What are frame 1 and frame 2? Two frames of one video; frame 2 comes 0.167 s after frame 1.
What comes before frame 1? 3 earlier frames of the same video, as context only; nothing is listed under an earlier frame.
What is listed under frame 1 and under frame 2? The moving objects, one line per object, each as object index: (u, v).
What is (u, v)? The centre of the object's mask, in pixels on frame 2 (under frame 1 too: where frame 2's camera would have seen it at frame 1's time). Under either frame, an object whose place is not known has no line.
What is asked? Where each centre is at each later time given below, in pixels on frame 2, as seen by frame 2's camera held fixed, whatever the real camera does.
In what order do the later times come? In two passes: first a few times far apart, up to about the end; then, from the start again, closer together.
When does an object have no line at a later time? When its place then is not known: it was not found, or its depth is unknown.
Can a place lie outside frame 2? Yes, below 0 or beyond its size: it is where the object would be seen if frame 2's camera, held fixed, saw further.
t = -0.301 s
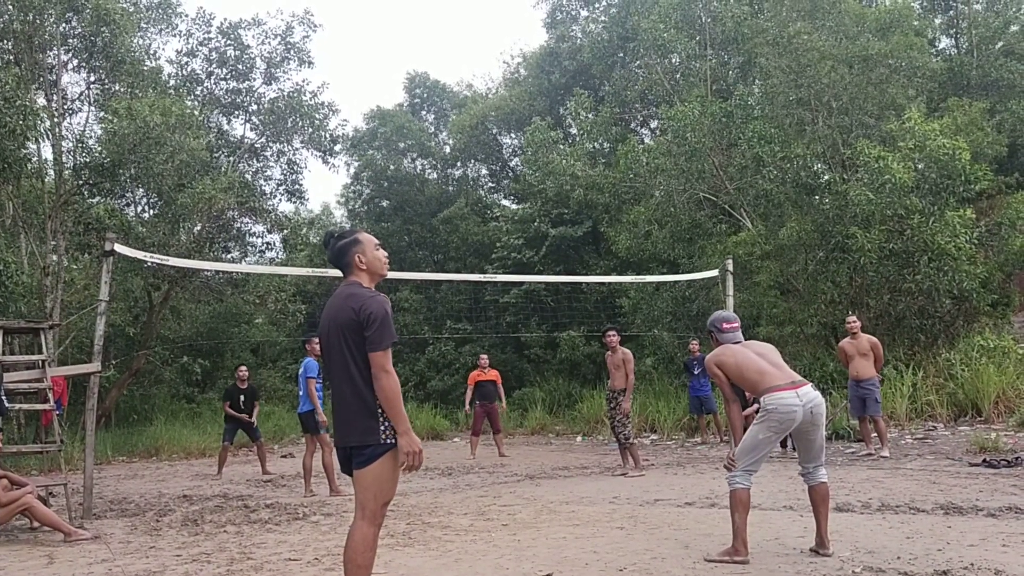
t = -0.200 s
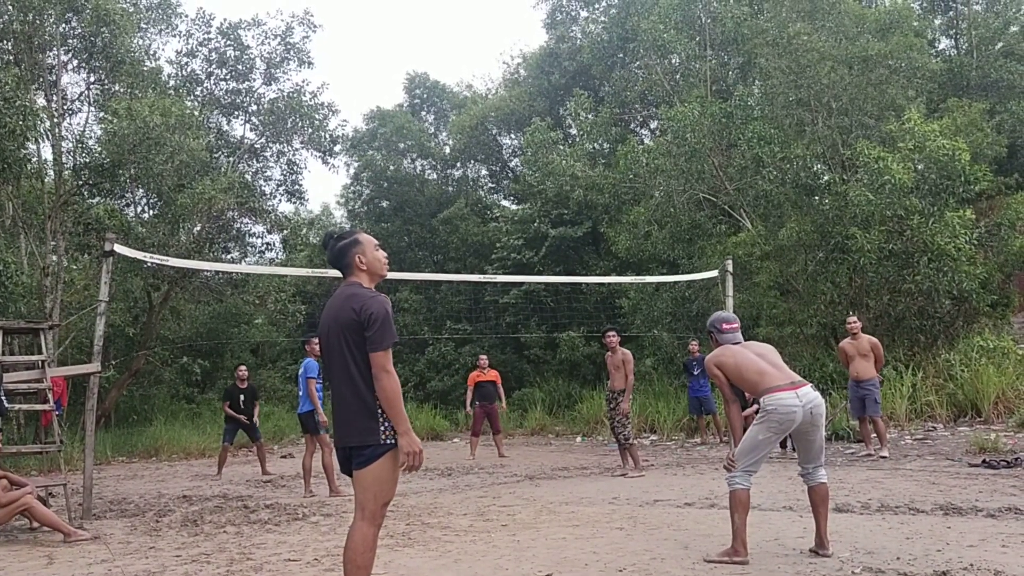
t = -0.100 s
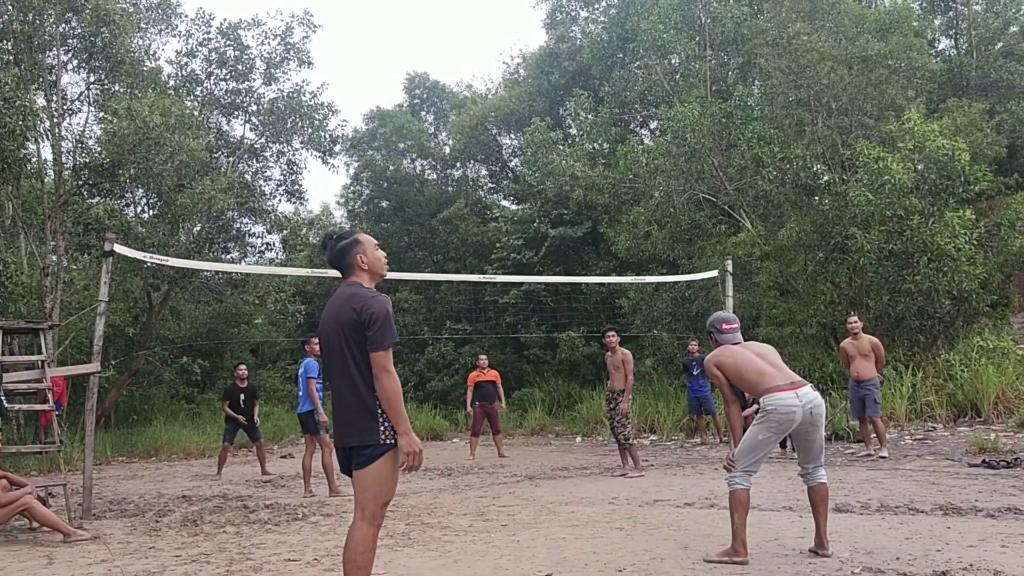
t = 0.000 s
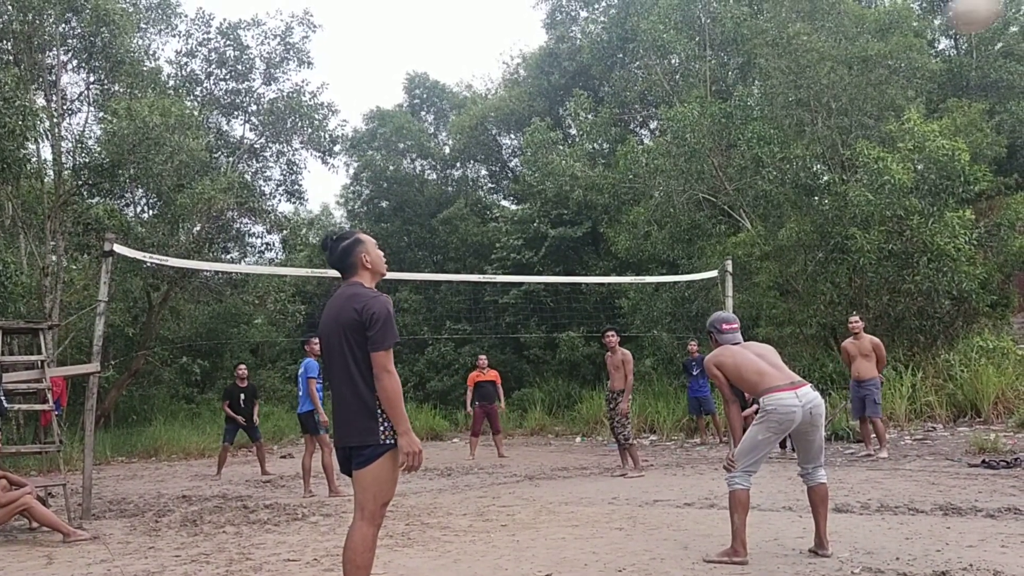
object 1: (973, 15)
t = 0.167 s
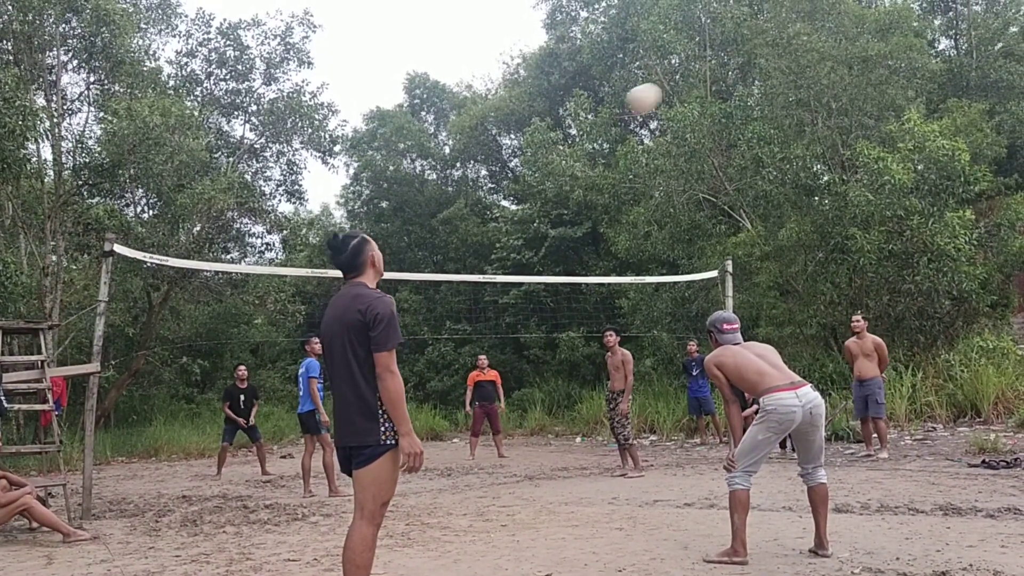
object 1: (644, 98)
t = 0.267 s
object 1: (530, 144)
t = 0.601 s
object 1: (315, 281)
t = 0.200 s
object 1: (602, 114)
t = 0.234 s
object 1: (563, 130)
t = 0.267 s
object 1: (530, 144)
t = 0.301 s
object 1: (498, 159)
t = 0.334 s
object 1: (471, 173)
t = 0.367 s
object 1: (445, 187)
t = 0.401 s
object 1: (422, 200)
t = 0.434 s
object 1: (401, 213)
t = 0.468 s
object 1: (381, 226)
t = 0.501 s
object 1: (369, 231)
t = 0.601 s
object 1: (315, 281)
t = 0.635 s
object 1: (302, 293)
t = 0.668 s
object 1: (289, 307)
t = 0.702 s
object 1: (277, 321)
